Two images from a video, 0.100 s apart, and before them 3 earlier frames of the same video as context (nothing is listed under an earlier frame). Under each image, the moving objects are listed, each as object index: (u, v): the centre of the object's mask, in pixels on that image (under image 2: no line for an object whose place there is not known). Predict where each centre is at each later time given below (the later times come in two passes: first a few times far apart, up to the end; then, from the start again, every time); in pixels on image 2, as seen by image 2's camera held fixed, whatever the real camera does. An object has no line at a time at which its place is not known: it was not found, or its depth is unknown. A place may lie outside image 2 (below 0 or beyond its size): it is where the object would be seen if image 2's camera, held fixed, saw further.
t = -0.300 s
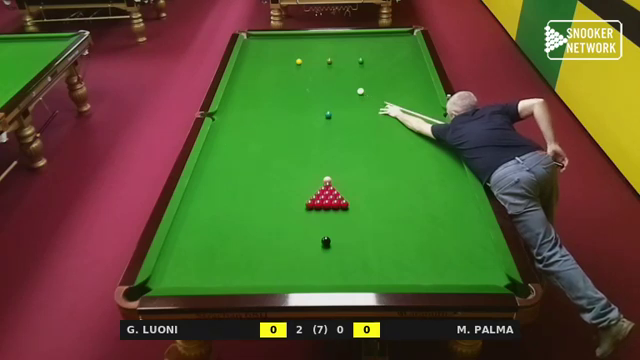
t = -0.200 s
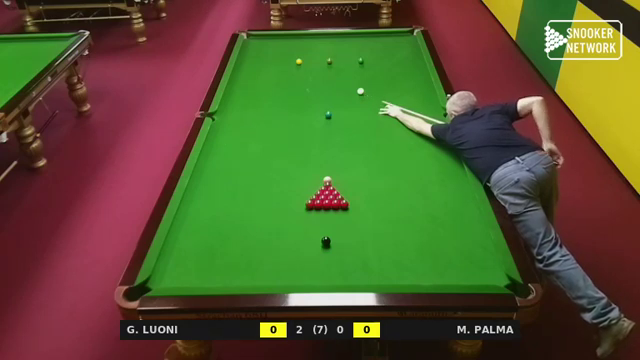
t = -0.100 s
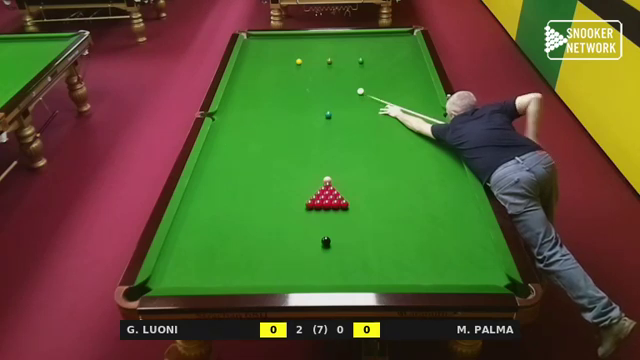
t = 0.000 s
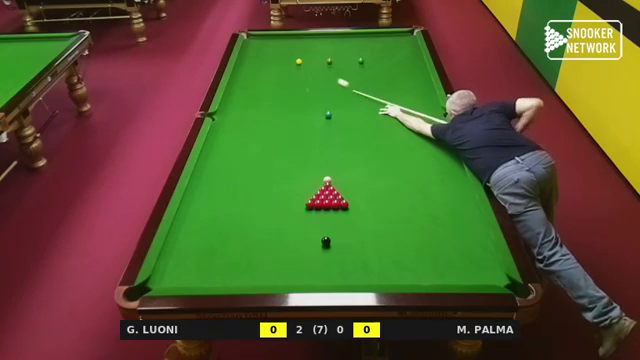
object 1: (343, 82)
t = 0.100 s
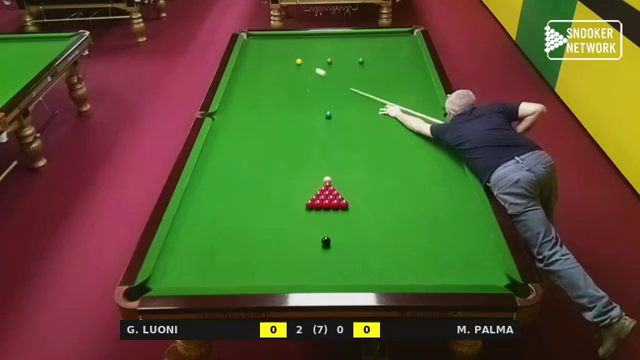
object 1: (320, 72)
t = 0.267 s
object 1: (301, 63)
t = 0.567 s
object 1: (306, 66)
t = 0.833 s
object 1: (310, 69)
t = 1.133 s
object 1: (313, 72)
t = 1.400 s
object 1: (316, 74)
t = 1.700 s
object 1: (319, 76)
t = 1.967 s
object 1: (321, 78)
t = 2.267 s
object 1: (324, 80)
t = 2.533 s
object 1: (325, 81)
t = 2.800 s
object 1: (327, 82)
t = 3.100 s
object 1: (327, 83)
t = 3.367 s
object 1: (328, 83)
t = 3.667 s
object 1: (329, 83)
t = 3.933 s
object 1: (329, 83)
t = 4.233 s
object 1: (329, 83)
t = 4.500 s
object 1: (329, 83)
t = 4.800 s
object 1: (329, 83)
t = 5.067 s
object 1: (329, 83)
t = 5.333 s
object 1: (329, 83)
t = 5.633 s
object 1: (328, 83)
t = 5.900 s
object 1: (328, 83)
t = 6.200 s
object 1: (328, 83)
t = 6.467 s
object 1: (328, 83)
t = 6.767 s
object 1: (328, 84)
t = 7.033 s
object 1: (328, 84)
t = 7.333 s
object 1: (328, 84)
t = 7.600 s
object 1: (328, 84)
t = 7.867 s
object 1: (328, 83)
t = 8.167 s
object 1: (329, 83)
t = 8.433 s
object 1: (329, 84)
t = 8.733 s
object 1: (329, 84)
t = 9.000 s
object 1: (329, 83)
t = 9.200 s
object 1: (329, 83)
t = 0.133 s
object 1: (313, 68)
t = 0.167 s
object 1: (307, 65)
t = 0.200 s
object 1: (302, 63)
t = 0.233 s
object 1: (302, 63)
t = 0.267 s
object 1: (301, 63)
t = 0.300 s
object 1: (302, 63)
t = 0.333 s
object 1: (302, 64)
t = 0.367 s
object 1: (303, 64)
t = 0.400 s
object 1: (303, 64)
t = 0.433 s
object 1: (304, 65)
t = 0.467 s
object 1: (304, 65)
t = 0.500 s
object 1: (305, 66)
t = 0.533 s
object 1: (305, 66)
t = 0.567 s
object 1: (306, 66)
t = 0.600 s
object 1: (306, 66)
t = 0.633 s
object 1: (307, 67)
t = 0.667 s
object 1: (307, 67)
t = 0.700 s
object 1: (307, 67)
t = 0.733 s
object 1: (308, 68)
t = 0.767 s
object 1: (309, 68)
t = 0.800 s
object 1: (309, 68)
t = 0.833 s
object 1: (310, 69)
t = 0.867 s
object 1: (310, 69)
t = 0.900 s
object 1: (310, 69)
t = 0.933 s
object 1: (311, 70)
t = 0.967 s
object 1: (311, 70)
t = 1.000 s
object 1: (311, 71)
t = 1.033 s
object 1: (312, 71)
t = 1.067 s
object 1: (312, 71)
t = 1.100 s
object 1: (313, 71)
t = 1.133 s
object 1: (313, 72)
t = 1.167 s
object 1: (313, 72)
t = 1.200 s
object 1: (314, 72)
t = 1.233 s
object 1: (314, 72)
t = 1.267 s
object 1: (315, 73)
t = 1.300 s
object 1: (315, 73)
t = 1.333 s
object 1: (315, 73)
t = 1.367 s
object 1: (316, 73)
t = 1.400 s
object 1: (316, 74)
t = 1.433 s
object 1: (316, 74)
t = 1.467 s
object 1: (317, 74)
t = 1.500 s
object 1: (317, 75)
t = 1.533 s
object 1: (318, 75)
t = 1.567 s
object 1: (318, 75)
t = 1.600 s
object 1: (318, 75)
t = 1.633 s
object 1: (319, 75)
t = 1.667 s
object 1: (319, 76)
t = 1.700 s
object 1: (319, 76)
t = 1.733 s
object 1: (319, 76)
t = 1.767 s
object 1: (320, 76)
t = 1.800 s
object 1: (320, 77)
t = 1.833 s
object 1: (320, 77)
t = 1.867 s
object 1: (321, 77)
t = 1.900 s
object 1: (321, 77)
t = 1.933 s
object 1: (321, 77)
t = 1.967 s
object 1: (321, 78)
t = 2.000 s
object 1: (322, 78)
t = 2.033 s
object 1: (322, 78)
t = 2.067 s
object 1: (322, 78)
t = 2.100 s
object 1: (322, 79)
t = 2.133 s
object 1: (323, 79)
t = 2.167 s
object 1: (323, 79)
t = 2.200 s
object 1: (323, 79)
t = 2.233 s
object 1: (323, 79)
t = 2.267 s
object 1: (324, 80)
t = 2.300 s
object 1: (324, 80)
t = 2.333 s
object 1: (324, 80)
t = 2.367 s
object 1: (324, 80)
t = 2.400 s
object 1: (324, 80)
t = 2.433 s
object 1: (325, 81)
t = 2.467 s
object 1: (325, 80)
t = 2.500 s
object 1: (325, 81)
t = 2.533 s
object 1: (325, 81)
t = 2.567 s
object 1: (325, 81)
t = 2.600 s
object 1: (325, 81)
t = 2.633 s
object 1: (326, 82)
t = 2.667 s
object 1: (326, 82)
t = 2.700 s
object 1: (326, 81)
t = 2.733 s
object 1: (326, 82)
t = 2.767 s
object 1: (326, 82)
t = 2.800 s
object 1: (327, 82)
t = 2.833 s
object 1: (327, 82)
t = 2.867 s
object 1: (327, 82)
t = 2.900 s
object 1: (327, 82)
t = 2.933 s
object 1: (327, 82)
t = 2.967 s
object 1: (327, 82)
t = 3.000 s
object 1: (327, 83)
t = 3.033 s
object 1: (327, 83)
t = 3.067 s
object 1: (328, 83)
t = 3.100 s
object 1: (327, 83)
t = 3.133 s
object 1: (328, 83)
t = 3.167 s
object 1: (328, 83)
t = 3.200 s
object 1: (328, 83)
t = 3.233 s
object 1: (328, 83)
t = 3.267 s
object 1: (328, 83)
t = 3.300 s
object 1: (328, 83)
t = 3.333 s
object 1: (328, 83)
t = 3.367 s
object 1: (328, 83)
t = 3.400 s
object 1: (328, 83)
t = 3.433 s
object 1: (328, 83)
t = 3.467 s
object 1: (328, 83)
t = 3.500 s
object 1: (328, 83)
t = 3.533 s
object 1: (328, 83)
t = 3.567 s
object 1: (328, 83)
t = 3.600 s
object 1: (329, 83)
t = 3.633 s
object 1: (329, 83)
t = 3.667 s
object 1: (329, 83)
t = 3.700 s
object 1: (329, 83)
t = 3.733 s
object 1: (329, 83)
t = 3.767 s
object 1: (329, 83)
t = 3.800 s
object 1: (329, 83)
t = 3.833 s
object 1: (329, 83)
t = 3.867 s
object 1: (329, 83)
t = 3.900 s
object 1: (329, 83)
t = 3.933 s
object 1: (329, 83)
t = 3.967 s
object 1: (329, 83)
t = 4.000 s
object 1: (329, 83)
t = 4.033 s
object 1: (329, 83)
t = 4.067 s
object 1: (329, 83)
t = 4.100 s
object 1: (329, 83)
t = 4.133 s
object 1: (329, 83)
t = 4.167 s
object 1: (329, 83)
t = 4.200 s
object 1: (329, 83)
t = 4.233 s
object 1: (329, 83)
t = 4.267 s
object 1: (329, 83)
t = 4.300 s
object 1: (329, 83)
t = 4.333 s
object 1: (329, 83)
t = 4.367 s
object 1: (329, 83)
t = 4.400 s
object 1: (329, 83)
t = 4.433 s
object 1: (329, 83)
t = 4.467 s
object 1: (329, 83)
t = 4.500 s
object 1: (329, 83)
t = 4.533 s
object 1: (329, 83)
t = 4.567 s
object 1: (329, 83)
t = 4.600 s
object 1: (329, 83)
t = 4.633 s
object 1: (329, 83)
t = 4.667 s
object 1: (329, 83)
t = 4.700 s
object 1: (329, 83)
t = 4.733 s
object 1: (329, 83)
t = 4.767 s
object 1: (329, 83)
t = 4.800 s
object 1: (329, 83)
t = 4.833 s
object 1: (329, 83)
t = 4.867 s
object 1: (329, 83)
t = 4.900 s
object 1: (329, 83)
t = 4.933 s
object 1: (329, 83)
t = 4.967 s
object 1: (329, 83)
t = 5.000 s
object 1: (329, 83)
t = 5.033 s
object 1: (329, 83)
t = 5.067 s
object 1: (329, 83)
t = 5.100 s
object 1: (329, 83)
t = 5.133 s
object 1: (329, 83)
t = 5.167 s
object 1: (329, 83)
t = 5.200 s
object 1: (329, 83)
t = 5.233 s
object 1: (329, 83)
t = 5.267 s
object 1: (329, 83)
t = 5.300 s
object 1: (329, 83)
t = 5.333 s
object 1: (329, 83)
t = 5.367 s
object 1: (329, 84)
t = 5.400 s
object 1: (329, 83)
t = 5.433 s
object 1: (329, 83)
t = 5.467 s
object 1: (329, 84)
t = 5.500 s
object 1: (329, 84)
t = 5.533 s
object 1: (329, 83)
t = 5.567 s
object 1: (329, 83)
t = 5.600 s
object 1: (329, 83)
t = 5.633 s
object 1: (328, 83)
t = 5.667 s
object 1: (328, 83)
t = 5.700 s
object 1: (328, 83)
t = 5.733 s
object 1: (328, 84)
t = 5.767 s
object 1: (328, 84)
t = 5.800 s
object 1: (328, 84)
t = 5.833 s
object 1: (328, 83)
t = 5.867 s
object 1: (328, 83)
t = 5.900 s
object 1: (328, 83)
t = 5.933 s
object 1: (328, 83)
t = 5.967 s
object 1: (328, 83)
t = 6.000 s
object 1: (328, 83)
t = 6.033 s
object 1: (328, 83)
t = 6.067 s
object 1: (328, 83)
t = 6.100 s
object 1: (328, 83)
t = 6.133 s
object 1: (328, 83)
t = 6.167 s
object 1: (328, 83)
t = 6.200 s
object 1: (328, 83)
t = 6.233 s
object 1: (328, 83)
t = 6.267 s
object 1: (328, 83)
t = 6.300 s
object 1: (328, 83)
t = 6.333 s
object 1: (328, 83)
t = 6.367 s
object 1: (328, 83)
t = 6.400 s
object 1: (328, 83)
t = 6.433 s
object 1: (328, 83)
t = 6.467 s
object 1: (328, 83)
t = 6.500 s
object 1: (328, 83)
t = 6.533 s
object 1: (328, 83)
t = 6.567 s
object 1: (328, 83)
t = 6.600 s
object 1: (328, 83)
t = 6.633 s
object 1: (328, 83)
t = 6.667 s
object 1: (328, 83)
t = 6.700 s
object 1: (328, 84)
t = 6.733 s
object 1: (328, 83)
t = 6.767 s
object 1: (328, 84)
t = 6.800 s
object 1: (328, 83)
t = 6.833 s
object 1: (328, 84)
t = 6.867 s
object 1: (328, 84)
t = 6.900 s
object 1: (328, 83)
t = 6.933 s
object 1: (328, 84)
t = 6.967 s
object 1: (328, 83)
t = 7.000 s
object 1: (328, 83)
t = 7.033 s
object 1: (328, 84)
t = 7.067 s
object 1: (328, 84)
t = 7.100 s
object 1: (328, 83)
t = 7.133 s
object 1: (328, 84)
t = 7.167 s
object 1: (328, 84)
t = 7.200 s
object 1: (328, 84)
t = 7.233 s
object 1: (328, 84)
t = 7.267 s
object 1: (328, 84)
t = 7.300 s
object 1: (328, 84)
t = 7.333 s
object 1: (328, 84)
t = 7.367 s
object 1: (328, 84)
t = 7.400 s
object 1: (328, 84)
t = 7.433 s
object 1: (328, 83)
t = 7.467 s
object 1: (328, 84)
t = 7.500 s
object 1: (328, 84)
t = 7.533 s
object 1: (328, 84)
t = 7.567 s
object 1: (328, 84)
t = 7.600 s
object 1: (328, 84)
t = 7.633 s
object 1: (328, 84)
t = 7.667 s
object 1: (328, 84)
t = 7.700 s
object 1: (328, 84)
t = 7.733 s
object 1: (328, 84)
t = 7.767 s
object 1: (328, 84)
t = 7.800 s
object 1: (328, 84)
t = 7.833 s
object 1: (328, 83)
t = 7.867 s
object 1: (328, 83)
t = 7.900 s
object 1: (328, 83)
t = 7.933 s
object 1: (329, 83)
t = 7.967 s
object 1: (329, 83)
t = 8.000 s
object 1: (329, 83)
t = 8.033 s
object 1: (329, 83)
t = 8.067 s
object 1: (329, 83)
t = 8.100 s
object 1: (329, 83)
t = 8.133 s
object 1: (329, 83)
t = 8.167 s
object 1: (329, 83)
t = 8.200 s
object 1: (329, 83)
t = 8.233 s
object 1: (329, 83)
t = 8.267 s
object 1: (329, 83)
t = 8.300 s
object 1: (329, 83)
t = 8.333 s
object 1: (329, 83)
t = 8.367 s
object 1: (329, 84)
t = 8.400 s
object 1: (329, 84)
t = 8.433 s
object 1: (329, 84)
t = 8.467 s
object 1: (329, 84)
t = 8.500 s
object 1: (329, 84)
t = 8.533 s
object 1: (329, 84)
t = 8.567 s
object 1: (329, 84)
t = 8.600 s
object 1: (329, 84)
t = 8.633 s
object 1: (329, 84)
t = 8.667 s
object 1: (329, 84)
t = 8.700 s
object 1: (329, 84)
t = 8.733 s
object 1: (329, 84)
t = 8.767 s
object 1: (329, 84)
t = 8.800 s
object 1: (329, 84)
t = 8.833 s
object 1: (329, 83)
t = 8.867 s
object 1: (329, 83)
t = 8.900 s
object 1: (329, 83)
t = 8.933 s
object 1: (329, 83)
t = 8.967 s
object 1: (329, 83)
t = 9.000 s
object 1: (329, 83)
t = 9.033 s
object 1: (329, 83)
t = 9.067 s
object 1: (329, 83)
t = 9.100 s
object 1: (329, 83)
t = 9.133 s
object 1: (329, 83)
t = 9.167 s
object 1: (329, 83)
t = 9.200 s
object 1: (329, 83)
